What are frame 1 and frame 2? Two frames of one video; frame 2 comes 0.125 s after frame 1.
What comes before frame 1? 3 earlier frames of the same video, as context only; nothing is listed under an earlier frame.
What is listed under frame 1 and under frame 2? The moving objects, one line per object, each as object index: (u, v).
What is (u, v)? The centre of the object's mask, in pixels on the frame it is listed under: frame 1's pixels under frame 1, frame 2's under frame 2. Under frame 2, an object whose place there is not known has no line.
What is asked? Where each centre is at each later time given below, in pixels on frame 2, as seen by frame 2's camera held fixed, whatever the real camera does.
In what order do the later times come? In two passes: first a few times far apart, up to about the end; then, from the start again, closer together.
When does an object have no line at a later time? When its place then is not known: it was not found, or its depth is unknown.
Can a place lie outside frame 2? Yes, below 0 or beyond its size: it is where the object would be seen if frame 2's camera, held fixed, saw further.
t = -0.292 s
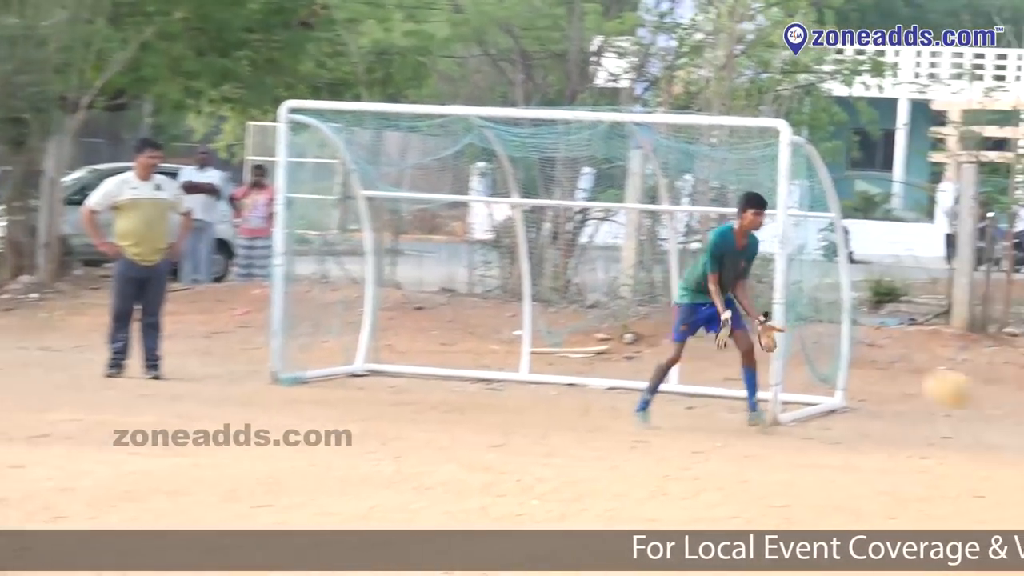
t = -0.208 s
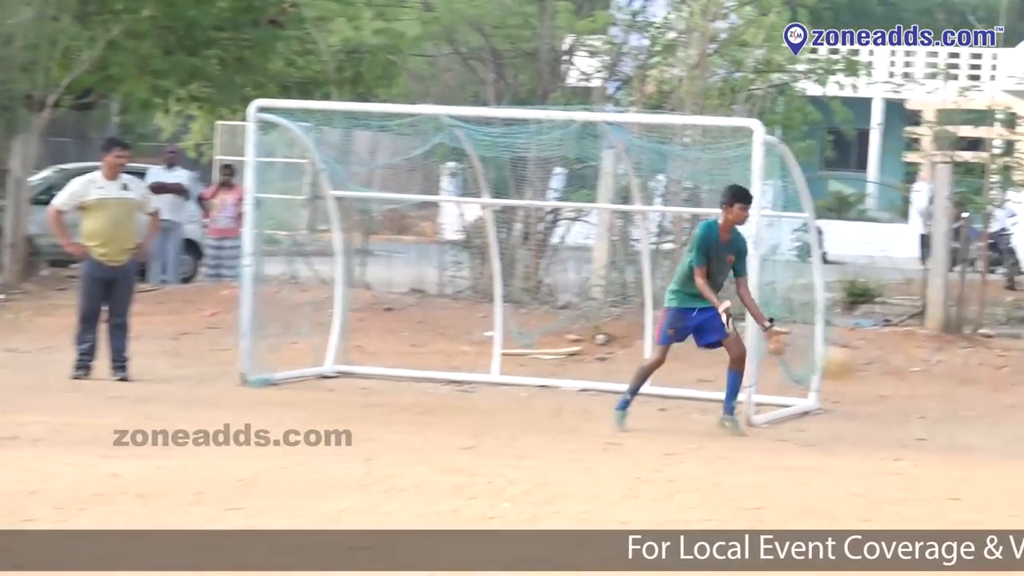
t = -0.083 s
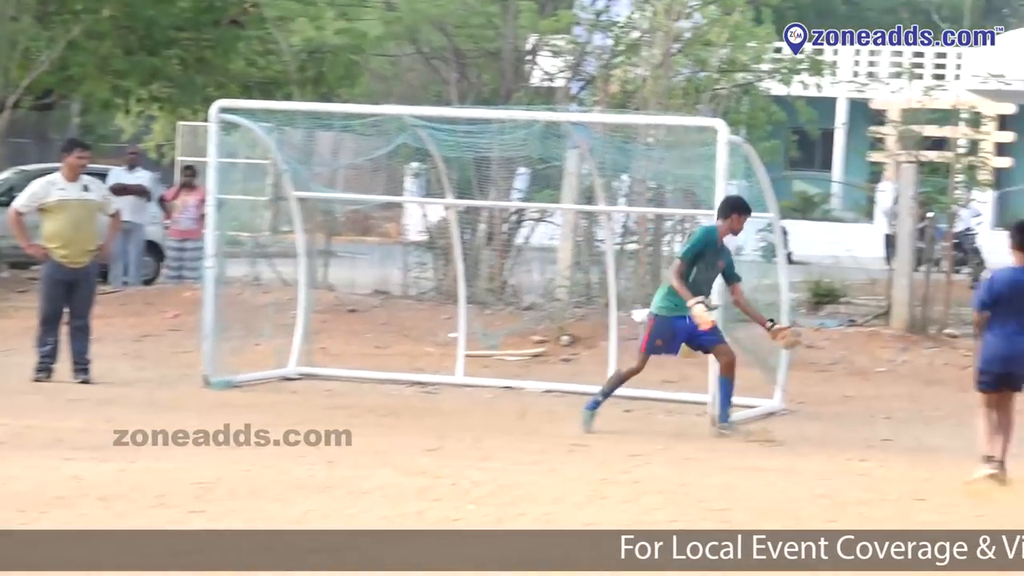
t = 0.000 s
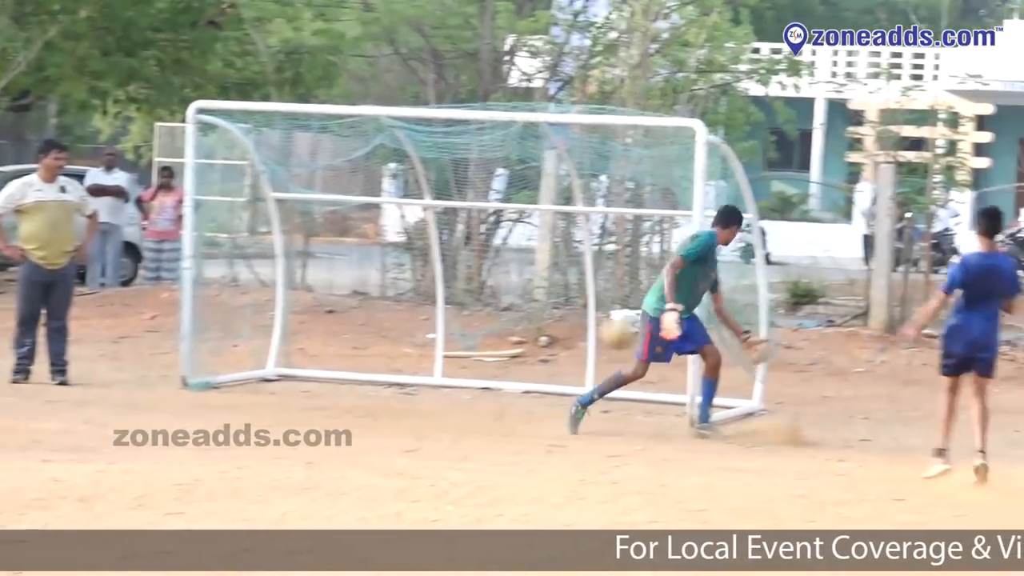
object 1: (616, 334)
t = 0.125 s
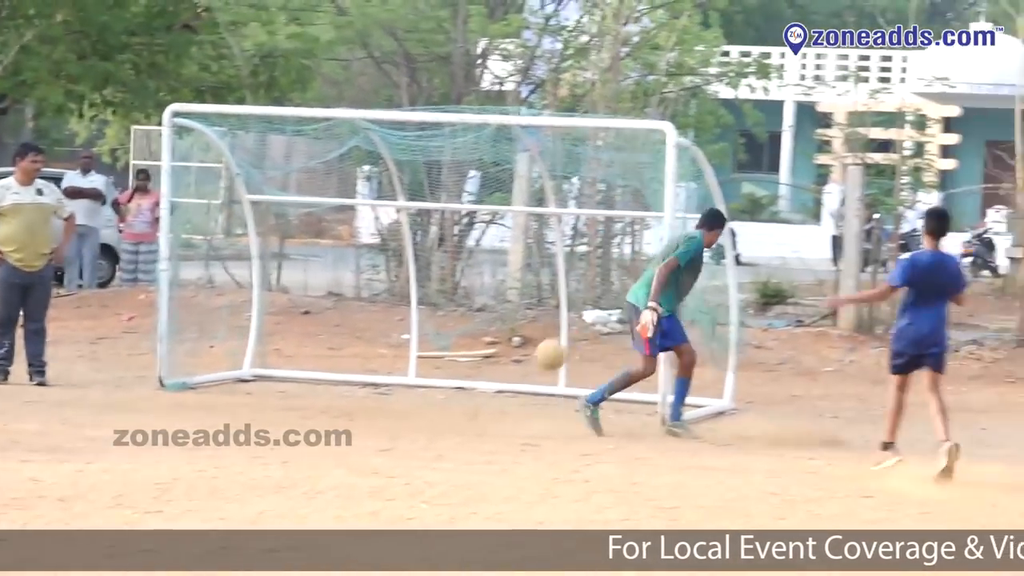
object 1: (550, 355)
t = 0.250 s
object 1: (533, 385)
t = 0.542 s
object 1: (524, 393)
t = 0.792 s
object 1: (522, 389)
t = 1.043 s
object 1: (520, 404)
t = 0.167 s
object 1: (540, 377)
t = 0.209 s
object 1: (534, 390)
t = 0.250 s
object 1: (533, 385)
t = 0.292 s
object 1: (532, 382)
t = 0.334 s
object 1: (530, 382)
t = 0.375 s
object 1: (529, 384)
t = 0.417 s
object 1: (528, 388)
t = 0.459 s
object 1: (526, 393)
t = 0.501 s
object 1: (524, 402)
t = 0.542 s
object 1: (524, 393)
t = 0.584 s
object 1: (524, 387)
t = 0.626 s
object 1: (524, 382)
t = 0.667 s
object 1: (523, 379)
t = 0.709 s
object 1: (523, 379)
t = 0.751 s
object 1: (523, 382)
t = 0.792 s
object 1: (522, 389)
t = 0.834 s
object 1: (522, 397)
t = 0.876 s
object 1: (521, 408)
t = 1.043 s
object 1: (520, 404)
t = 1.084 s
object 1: (519, 405)
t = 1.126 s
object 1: (518, 408)
